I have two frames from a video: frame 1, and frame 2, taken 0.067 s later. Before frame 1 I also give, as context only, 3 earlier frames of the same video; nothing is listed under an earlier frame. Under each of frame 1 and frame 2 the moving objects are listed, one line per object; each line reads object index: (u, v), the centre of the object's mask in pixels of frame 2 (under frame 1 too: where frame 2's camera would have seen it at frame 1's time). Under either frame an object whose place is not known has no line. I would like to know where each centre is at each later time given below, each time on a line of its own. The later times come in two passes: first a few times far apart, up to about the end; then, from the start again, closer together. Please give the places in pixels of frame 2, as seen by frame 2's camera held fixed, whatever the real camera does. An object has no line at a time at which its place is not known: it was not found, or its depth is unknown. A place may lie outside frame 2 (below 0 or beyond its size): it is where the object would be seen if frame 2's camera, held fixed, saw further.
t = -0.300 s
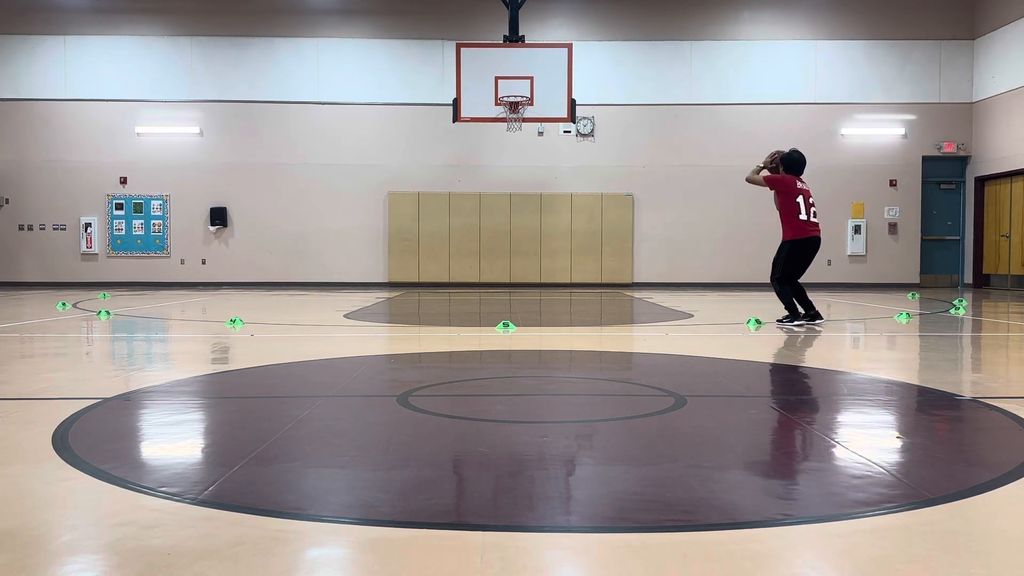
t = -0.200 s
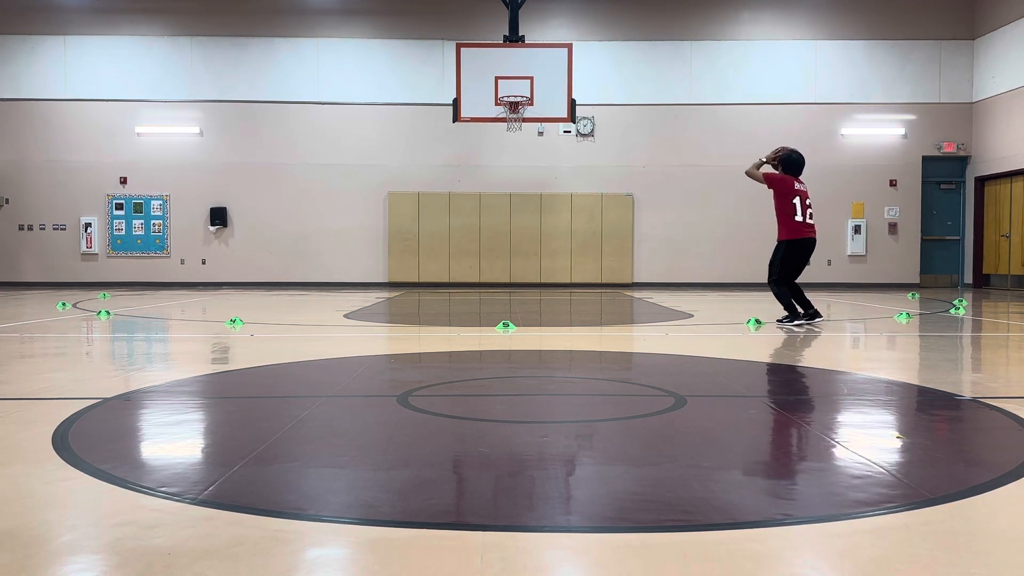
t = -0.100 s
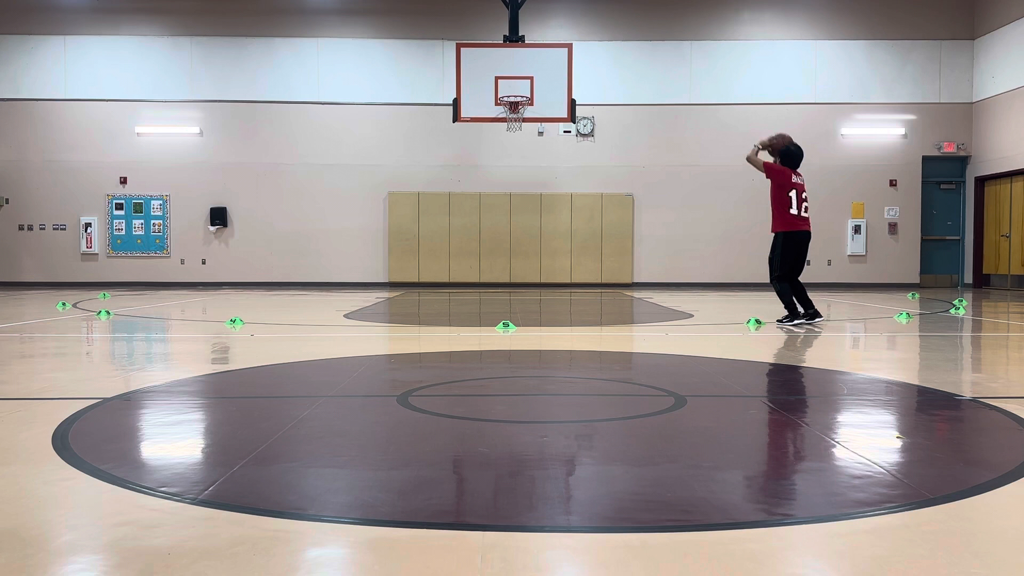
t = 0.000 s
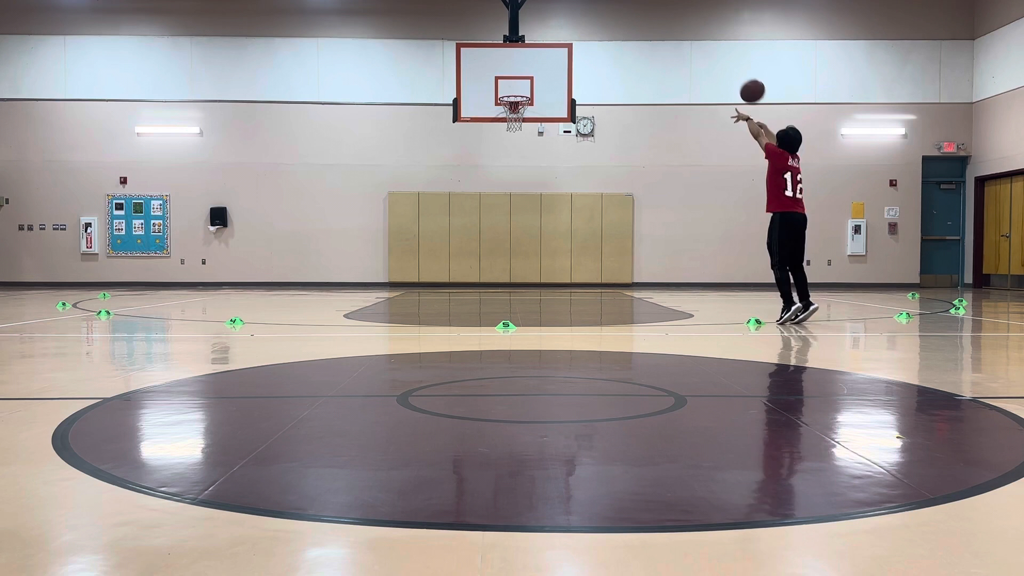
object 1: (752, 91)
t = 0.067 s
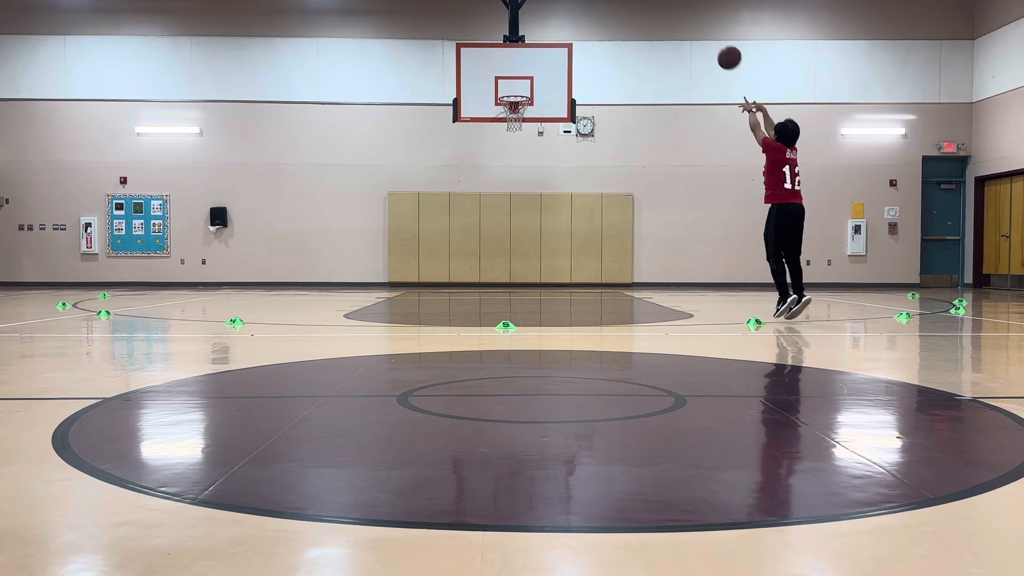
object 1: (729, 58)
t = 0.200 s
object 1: (688, 11)
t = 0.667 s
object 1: (582, 2)
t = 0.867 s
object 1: (549, 37)
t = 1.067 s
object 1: (521, 95)
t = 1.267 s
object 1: (504, 136)
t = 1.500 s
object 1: (488, 199)
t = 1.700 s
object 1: (475, 279)
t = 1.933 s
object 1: (471, 222)
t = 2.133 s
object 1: (468, 181)
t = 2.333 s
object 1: (464, 165)
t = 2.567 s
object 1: (461, 180)
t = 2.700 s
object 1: (459, 205)
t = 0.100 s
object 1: (718, 44)
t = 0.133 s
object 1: (708, 32)
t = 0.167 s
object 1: (698, 21)
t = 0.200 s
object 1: (688, 11)
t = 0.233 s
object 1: (678, 7)
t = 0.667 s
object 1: (582, 2)
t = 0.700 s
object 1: (576, 4)
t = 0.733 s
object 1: (571, 7)
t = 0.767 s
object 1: (565, 13)
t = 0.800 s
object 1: (560, 21)
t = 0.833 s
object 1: (555, 29)
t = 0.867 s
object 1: (549, 37)
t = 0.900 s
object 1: (544, 46)
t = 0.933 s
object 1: (540, 56)
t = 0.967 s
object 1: (535, 66)
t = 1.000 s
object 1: (530, 76)
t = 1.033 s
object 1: (525, 87)
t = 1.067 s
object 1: (521, 95)
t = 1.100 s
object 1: (516, 106)
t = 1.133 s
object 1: (513, 110)
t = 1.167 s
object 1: (511, 120)
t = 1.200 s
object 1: (508, 123)
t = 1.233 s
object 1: (506, 129)
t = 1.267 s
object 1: (504, 136)
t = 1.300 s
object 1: (502, 143)
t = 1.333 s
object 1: (499, 150)
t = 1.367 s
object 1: (497, 159)
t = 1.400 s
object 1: (495, 168)
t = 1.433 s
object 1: (493, 178)
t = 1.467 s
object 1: (491, 188)
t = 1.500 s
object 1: (488, 199)
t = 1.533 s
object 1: (486, 211)
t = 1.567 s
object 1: (484, 223)
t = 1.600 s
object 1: (482, 236)
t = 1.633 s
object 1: (480, 250)
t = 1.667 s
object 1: (478, 264)
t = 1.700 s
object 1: (475, 279)
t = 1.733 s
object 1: (474, 286)
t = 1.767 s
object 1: (473, 274)
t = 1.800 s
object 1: (473, 262)
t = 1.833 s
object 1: (472, 251)
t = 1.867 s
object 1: (472, 241)
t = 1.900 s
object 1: (471, 231)
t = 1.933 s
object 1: (471, 222)
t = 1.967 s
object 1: (470, 213)
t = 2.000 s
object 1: (470, 205)
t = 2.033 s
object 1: (469, 198)
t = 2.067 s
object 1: (469, 192)
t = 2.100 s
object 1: (468, 186)
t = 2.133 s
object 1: (468, 181)
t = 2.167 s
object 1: (467, 176)
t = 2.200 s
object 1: (466, 173)
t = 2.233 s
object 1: (466, 170)
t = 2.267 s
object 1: (466, 168)
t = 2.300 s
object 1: (465, 166)
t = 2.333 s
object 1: (464, 165)
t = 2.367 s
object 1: (464, 165)
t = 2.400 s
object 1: (463, 166)
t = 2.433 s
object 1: (463, 167)
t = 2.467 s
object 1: (462, 169)
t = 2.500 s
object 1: (462, 172)
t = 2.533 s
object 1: (461, 176)
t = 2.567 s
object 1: (461, 180)
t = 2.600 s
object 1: (460, 185)
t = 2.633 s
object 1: (460, 191)
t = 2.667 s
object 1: (459, 197)
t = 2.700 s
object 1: (459, 205)
